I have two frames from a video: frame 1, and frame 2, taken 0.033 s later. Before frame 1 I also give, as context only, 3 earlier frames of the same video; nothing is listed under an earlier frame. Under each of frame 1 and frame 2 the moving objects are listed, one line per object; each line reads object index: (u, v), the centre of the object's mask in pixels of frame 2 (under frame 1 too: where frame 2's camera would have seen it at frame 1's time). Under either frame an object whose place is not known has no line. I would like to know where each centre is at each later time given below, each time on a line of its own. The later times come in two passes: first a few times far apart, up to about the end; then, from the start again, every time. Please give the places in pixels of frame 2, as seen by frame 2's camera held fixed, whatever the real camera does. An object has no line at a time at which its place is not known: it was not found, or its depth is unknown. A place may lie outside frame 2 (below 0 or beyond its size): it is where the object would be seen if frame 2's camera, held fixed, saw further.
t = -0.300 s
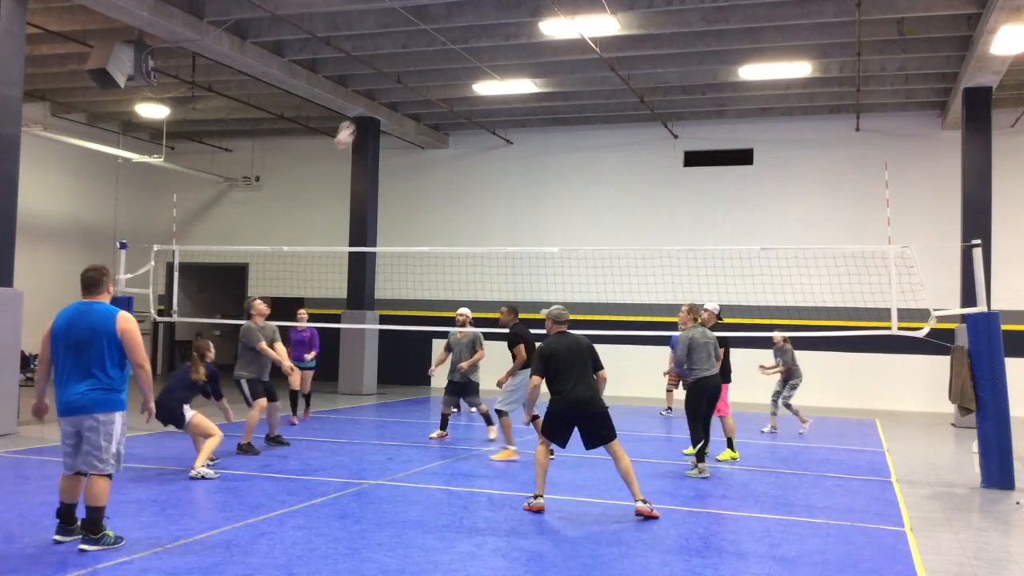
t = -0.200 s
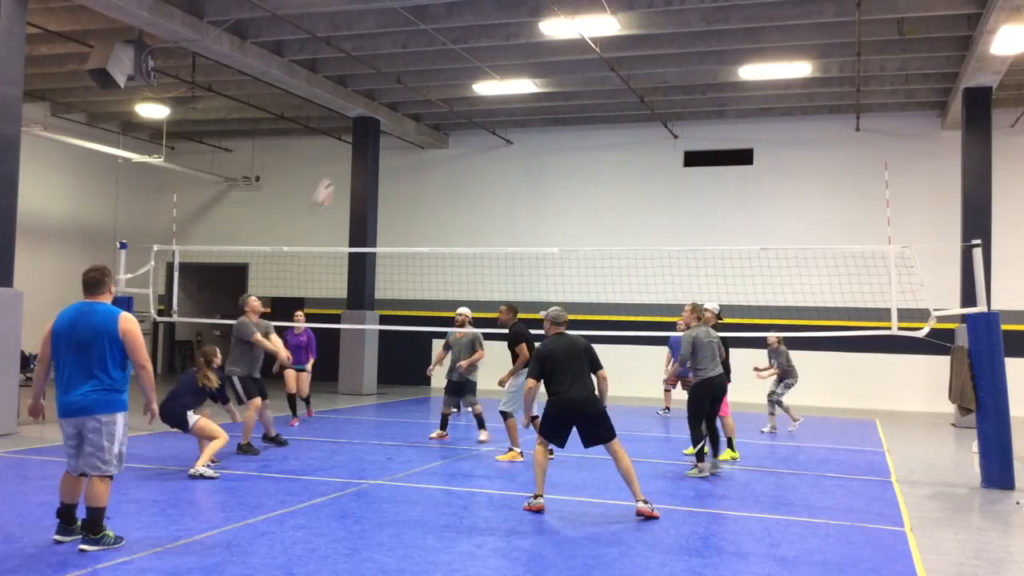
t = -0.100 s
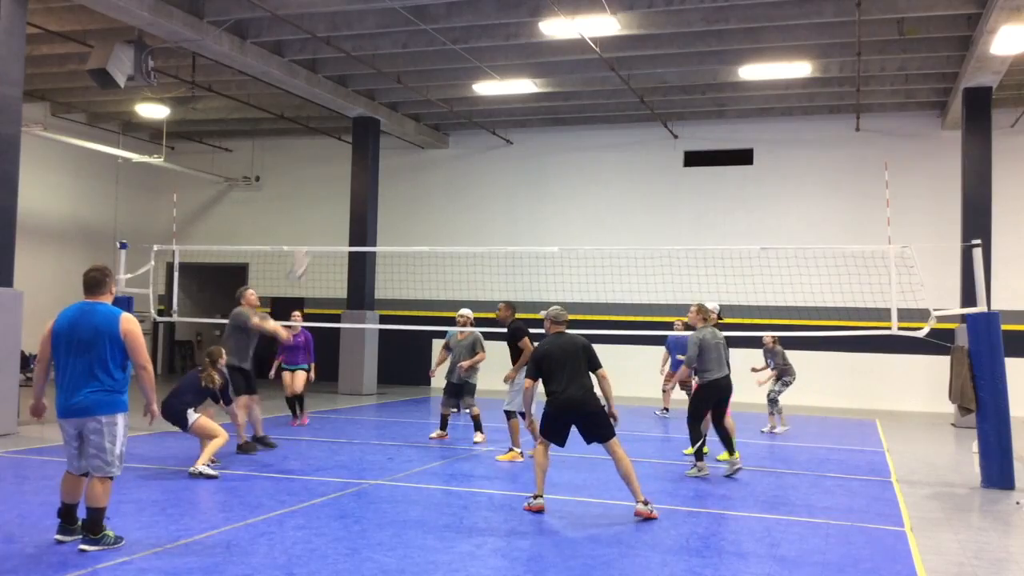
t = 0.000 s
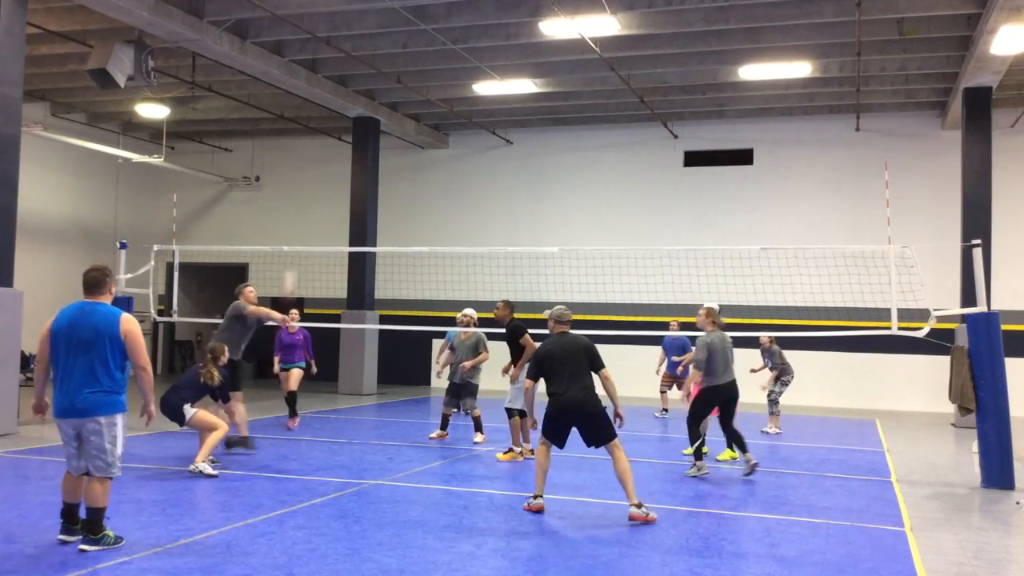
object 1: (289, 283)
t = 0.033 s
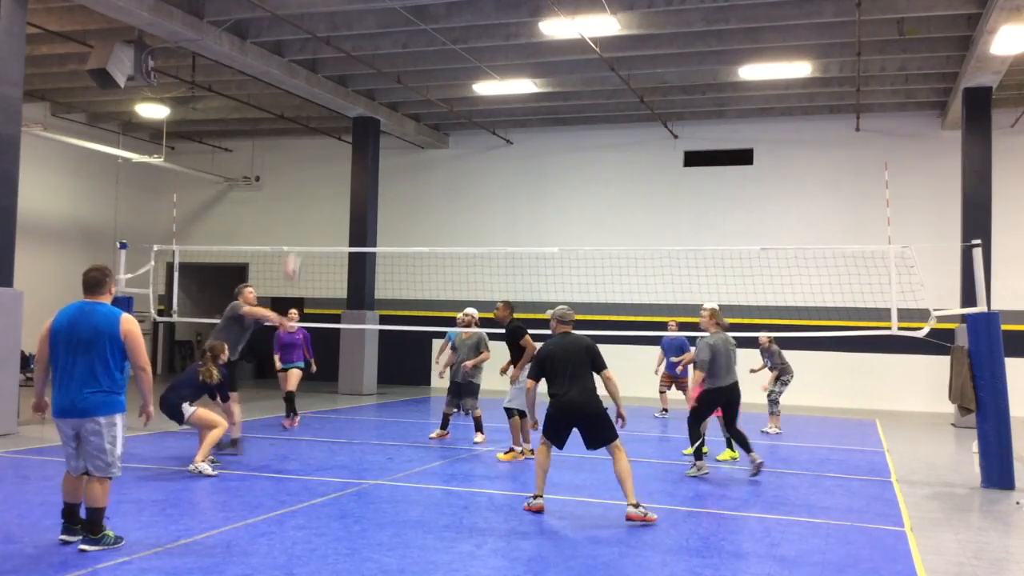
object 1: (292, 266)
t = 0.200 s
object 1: (309, 193)
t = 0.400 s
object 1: (325, 144)
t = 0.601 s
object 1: (340, 129)
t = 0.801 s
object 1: (354, 144)
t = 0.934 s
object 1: (362, 170)
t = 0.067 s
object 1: (296, 248)
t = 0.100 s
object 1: (299, 234)
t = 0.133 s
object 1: (303, 219)
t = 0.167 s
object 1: (306, 206)
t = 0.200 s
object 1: (309, 193)
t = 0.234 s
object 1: (311, 182)
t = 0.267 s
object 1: (313, 172)
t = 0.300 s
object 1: (317, 164)
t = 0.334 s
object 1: (320, 156)
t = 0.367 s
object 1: (322, 149)
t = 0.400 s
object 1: (325, 144)
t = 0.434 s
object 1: (329, 139)
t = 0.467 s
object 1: (331, 134)
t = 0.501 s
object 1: (334, 131)
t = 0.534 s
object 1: (336, 130)
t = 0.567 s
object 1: (338, 129)
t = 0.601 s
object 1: (340, 129)
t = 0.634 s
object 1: (343, 129)
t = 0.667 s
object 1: (344, 130)
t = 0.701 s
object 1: (347, 132)
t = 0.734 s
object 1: (349, 135)
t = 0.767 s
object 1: (351, 139)
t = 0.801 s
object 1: (354, 144)
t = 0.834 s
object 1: (356, 148)
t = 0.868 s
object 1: (358, 155)
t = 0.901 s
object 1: (359, 162)
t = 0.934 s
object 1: (362, 170)
